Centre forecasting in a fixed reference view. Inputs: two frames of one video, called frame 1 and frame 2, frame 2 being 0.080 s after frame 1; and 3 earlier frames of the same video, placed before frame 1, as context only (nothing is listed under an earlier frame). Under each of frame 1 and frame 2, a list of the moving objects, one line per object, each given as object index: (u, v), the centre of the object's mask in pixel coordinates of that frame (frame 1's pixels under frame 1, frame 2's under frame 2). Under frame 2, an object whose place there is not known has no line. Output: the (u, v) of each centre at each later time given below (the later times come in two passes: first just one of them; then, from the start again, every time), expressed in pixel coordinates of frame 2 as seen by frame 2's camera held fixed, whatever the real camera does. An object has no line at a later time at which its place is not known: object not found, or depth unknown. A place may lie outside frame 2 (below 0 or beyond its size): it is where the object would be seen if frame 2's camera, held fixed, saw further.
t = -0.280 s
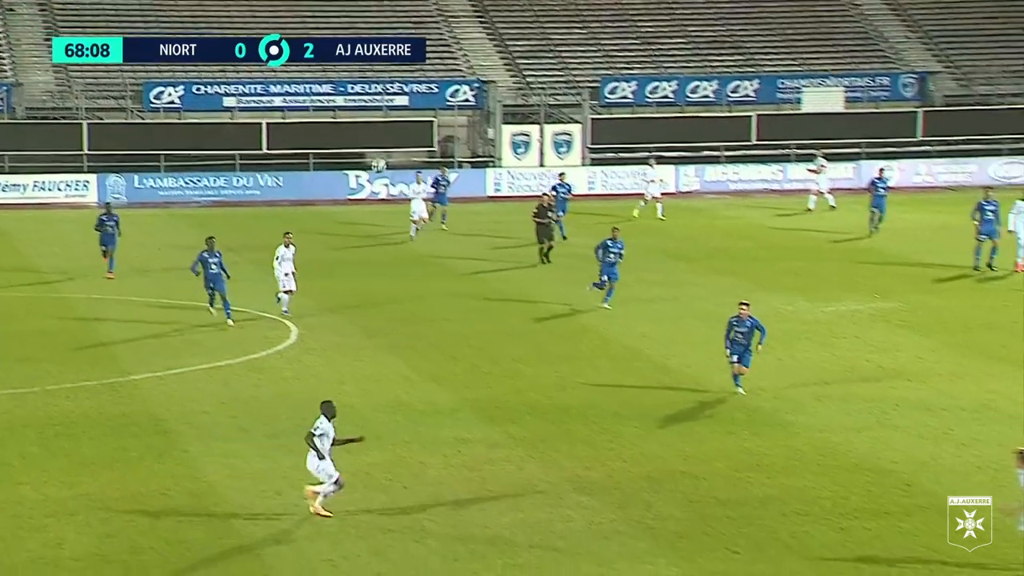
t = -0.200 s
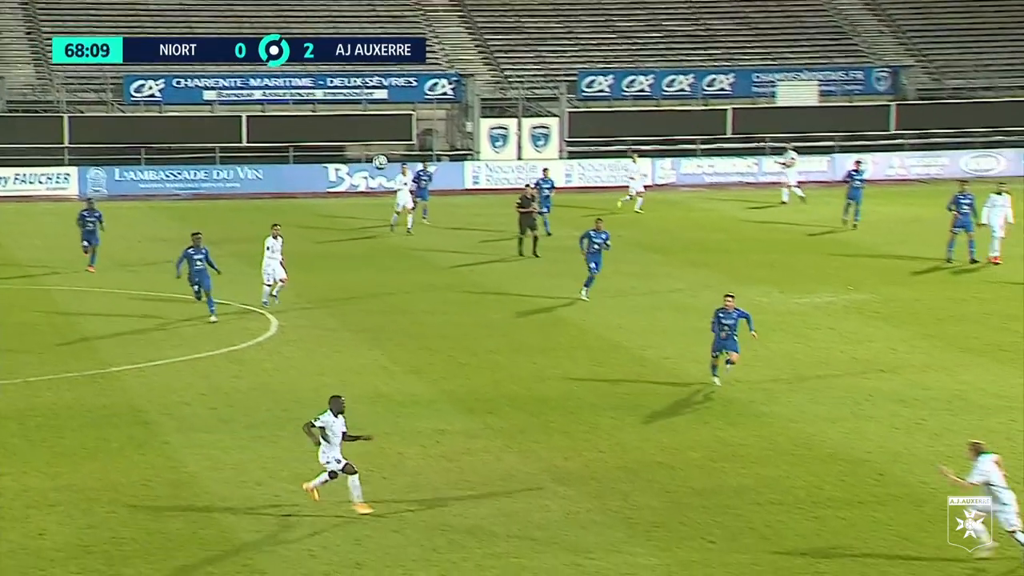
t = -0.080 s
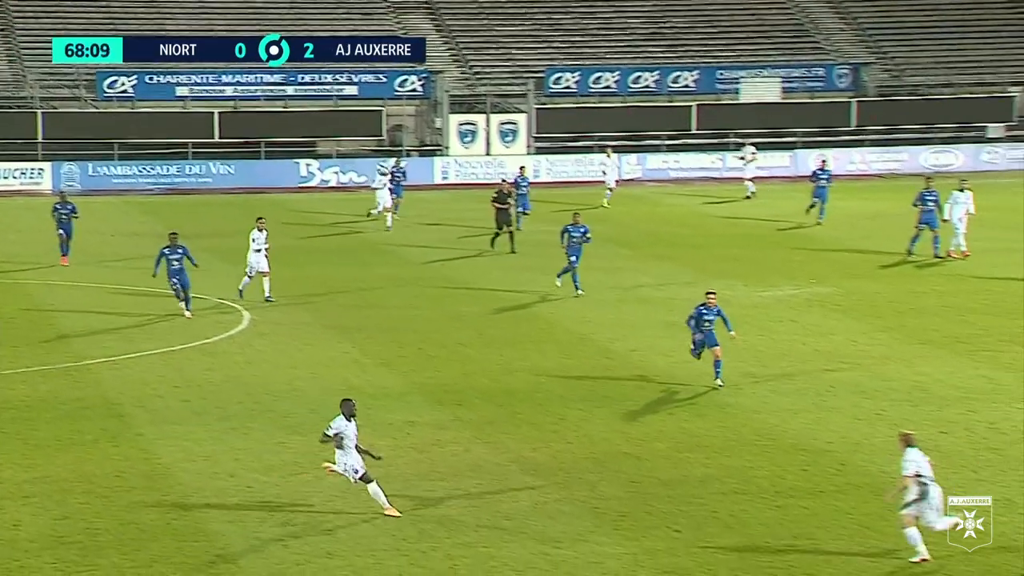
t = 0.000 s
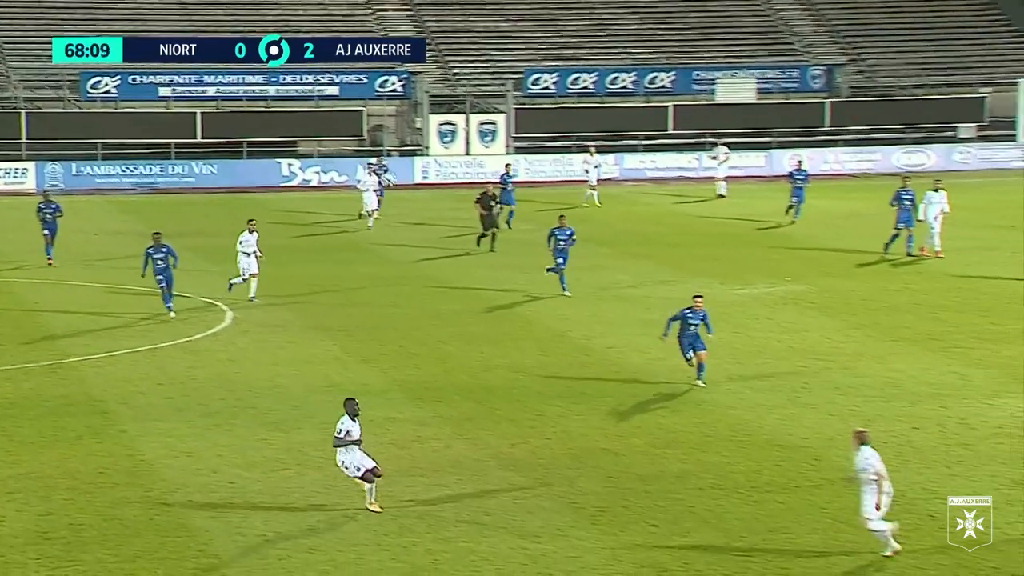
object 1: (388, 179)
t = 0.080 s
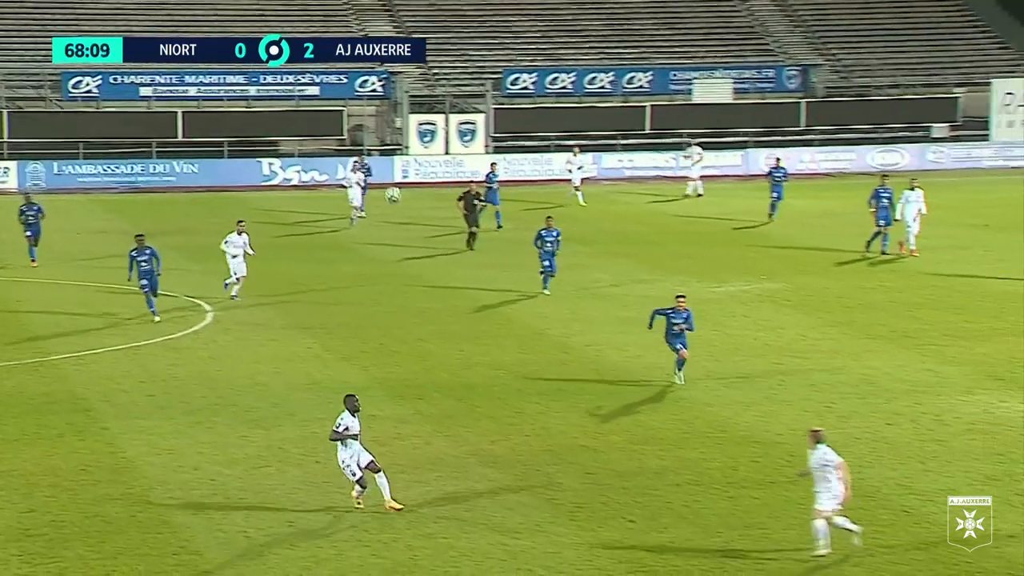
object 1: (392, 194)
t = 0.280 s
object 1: (457, 252)
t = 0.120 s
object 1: (405, 205)
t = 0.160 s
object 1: (418, 214)
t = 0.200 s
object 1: (431, 226)
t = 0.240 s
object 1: (444, 238)
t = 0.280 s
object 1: (457, 252)
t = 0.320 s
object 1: (471, 267)
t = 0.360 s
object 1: (486, 282)
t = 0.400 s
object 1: (501, 299)
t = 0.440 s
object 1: (516, 317)
